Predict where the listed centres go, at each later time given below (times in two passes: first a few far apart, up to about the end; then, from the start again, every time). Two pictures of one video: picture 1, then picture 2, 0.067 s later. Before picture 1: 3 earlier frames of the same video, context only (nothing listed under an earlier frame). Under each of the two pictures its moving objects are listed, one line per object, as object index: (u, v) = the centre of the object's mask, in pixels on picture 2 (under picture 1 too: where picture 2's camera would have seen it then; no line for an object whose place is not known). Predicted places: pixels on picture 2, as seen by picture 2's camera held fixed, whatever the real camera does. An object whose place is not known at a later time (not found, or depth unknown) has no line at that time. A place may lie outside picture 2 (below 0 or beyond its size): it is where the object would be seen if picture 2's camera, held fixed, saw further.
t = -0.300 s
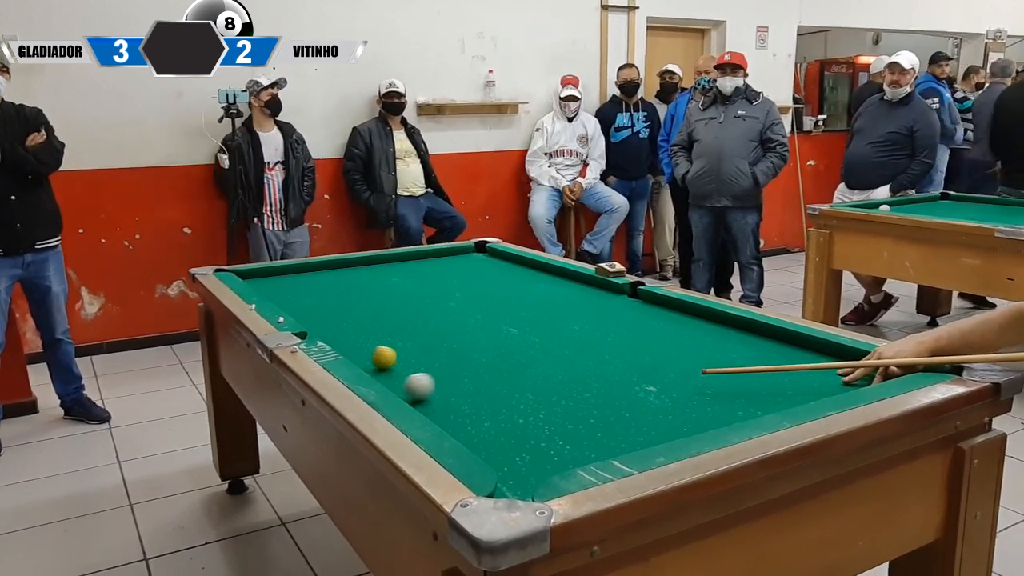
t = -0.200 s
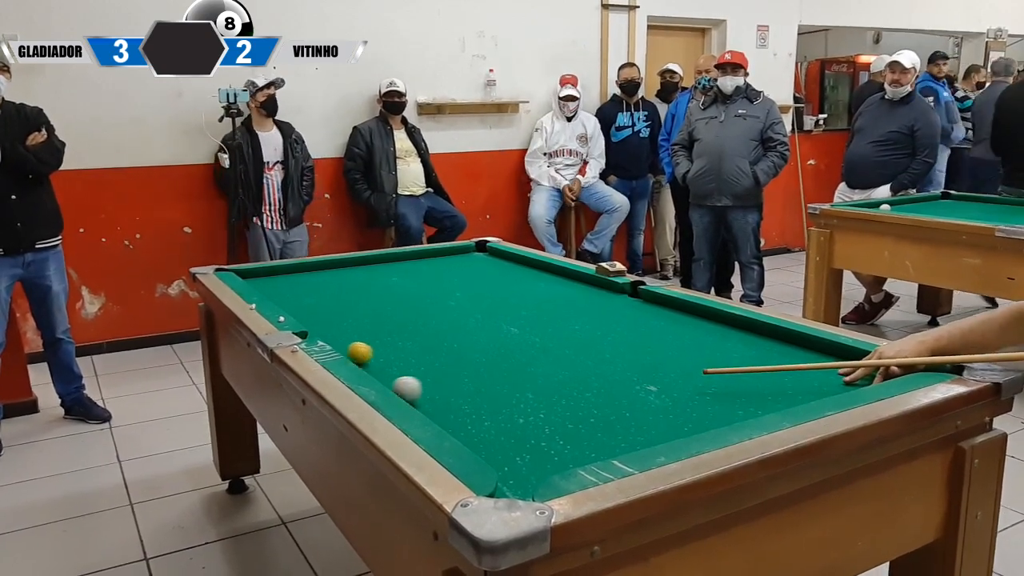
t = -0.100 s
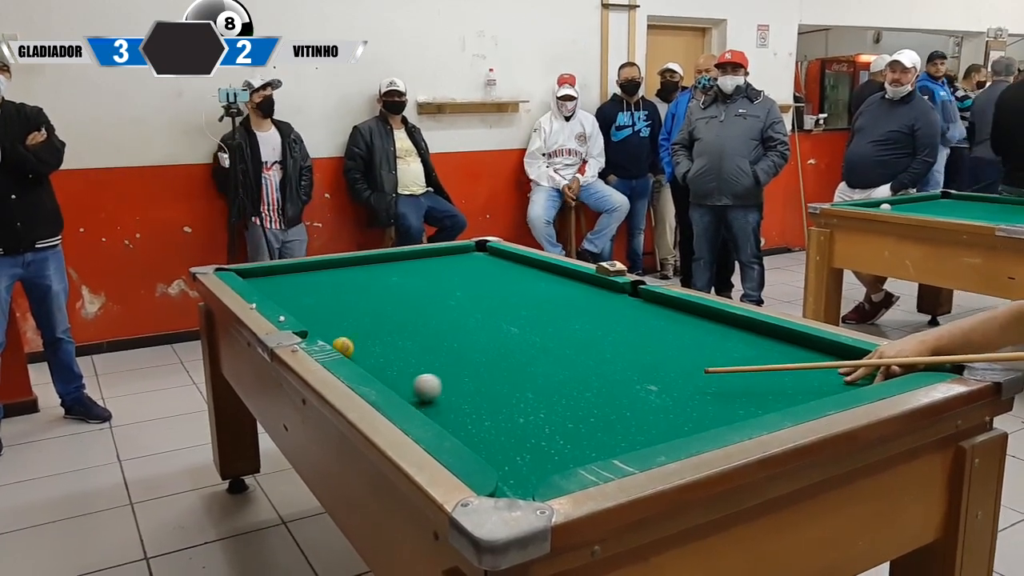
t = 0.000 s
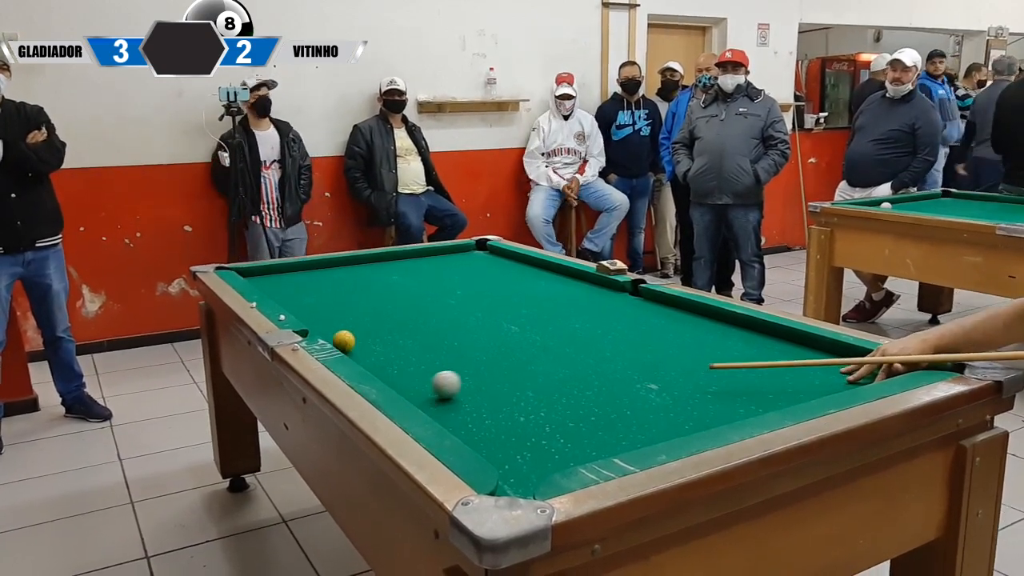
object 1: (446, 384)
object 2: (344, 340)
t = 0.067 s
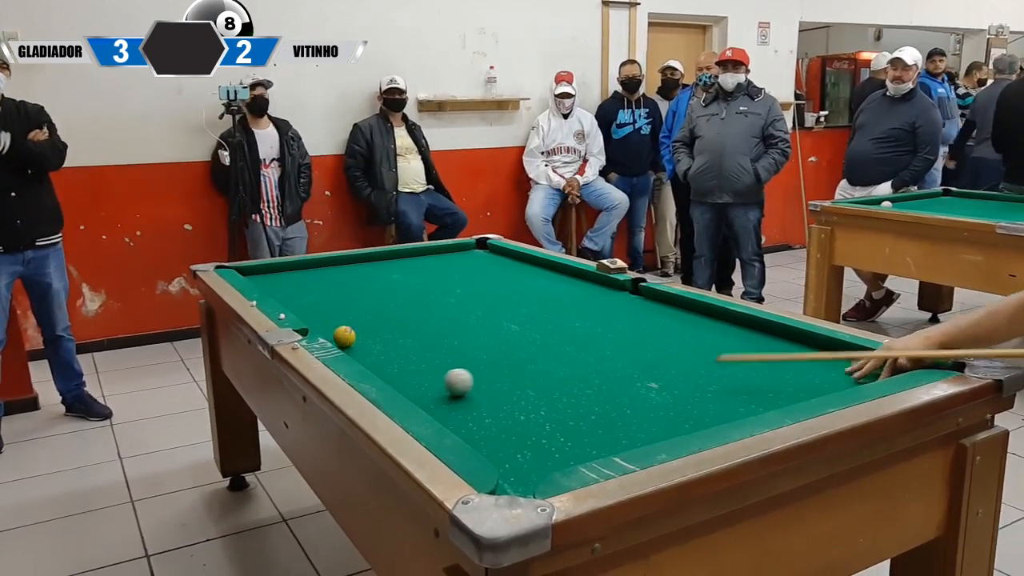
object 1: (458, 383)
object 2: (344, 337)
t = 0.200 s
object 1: (482, 380)
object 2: (345, 330)
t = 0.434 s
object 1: (520, 377)
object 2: (347, 319)
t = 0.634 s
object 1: (551, 374)
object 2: (349, 311)
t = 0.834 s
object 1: (578, 371)
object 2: (350, 304)
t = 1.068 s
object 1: (608, 368)
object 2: (351, 297)
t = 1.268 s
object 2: (352, 291)
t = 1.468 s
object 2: (352, 287)
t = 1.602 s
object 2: (353, 284)
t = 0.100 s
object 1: (464, 382)
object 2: (344, 335)
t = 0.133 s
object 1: (470, 382)
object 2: (345, 333)
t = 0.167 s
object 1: (476, 381)
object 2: (345, 331)
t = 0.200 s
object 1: (482, 380)
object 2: (345, 330)
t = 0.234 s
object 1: (487, 380)
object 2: (346, 328)
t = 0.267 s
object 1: (493, 380)
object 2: (346, 326)
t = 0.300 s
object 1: (499, 379)
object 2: (346, 325)
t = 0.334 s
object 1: (504, 378)
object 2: (346, 324)
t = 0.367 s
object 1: (510, 378)
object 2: (347, 322)
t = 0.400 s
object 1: (515, 378)
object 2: (347, 321)
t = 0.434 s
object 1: (520, 377)
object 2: (347, 319)
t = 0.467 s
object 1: (526, 376)
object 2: (347, 318)
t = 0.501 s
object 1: (531, 376)
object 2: (348, 316)
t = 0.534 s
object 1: (536, 375)
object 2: (348, 315)
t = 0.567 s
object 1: (541, 375)
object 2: (348, 314)
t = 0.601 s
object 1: (545, 374)
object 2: (348, 312)
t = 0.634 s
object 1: (551, 374)
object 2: (349, 311)
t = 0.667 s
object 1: (555, 373)
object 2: (349, 310)
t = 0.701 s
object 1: (560, 373)
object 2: (349, 309)
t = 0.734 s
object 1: (565, 373)
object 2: (349, 308)
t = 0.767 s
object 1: (569, 372)
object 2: (350, 306)
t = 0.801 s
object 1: (574, 371)
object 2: (350, 305)
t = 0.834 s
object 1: (578, 371)
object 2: (350, 304)
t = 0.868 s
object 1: (583, 371)
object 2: (350, 303)
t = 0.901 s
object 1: (587, 370)
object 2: (350, 302)
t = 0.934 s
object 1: (592, 370)
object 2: (350, 301)
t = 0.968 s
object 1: (596, 370)
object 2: (351, 300)
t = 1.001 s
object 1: (600, 369)
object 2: (351, 299)
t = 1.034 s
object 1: (604, 369)
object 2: (351, 298)
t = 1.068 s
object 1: (608, 368)
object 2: (351, 297)
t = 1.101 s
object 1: (613, 368)
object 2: (351, 296)
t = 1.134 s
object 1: (616, 368)
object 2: (351, 295)
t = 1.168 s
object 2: (351, 294)
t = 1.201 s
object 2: (352, 293)
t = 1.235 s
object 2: (352, 292)
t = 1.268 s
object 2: (352, 291)
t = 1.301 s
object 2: (352, 291)
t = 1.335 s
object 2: (352, 290)
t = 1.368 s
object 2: (352, 289)
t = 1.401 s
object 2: (352, 288)
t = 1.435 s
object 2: (352, 287)
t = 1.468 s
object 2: (352, 287)
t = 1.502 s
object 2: (352, 286)
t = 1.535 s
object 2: (352, 285)
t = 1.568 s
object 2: (353, 284)
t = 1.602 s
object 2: (353, 284)
